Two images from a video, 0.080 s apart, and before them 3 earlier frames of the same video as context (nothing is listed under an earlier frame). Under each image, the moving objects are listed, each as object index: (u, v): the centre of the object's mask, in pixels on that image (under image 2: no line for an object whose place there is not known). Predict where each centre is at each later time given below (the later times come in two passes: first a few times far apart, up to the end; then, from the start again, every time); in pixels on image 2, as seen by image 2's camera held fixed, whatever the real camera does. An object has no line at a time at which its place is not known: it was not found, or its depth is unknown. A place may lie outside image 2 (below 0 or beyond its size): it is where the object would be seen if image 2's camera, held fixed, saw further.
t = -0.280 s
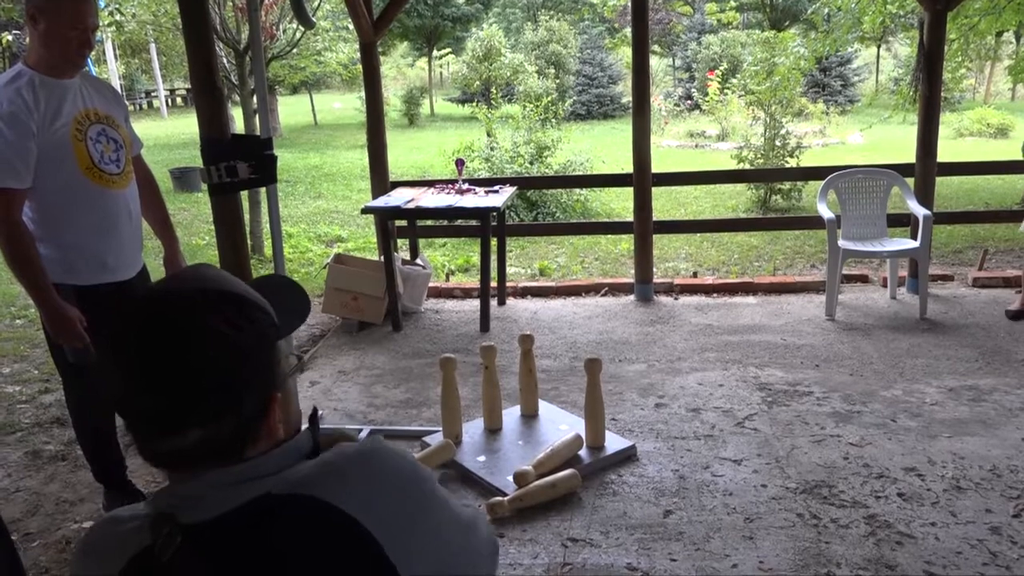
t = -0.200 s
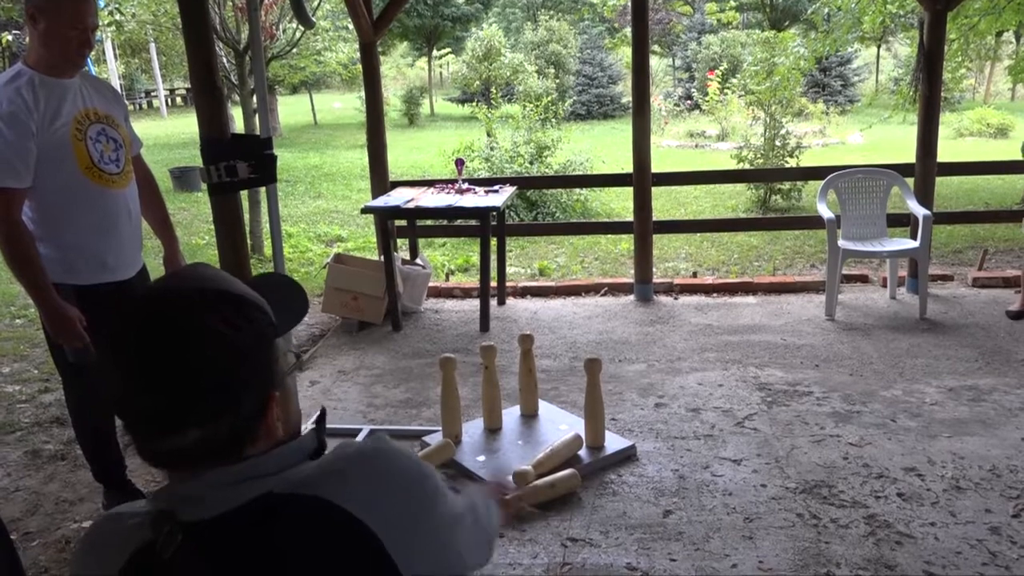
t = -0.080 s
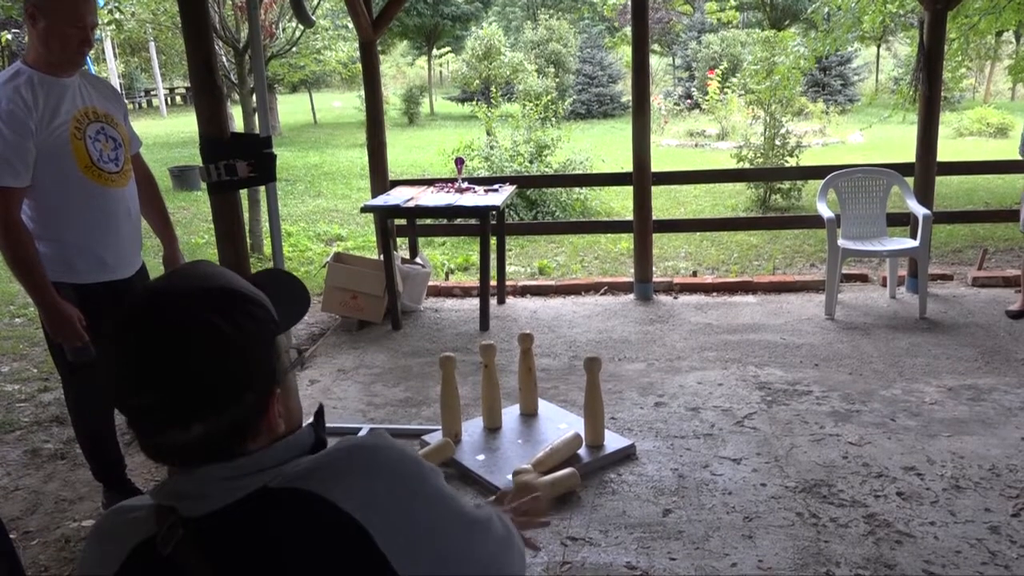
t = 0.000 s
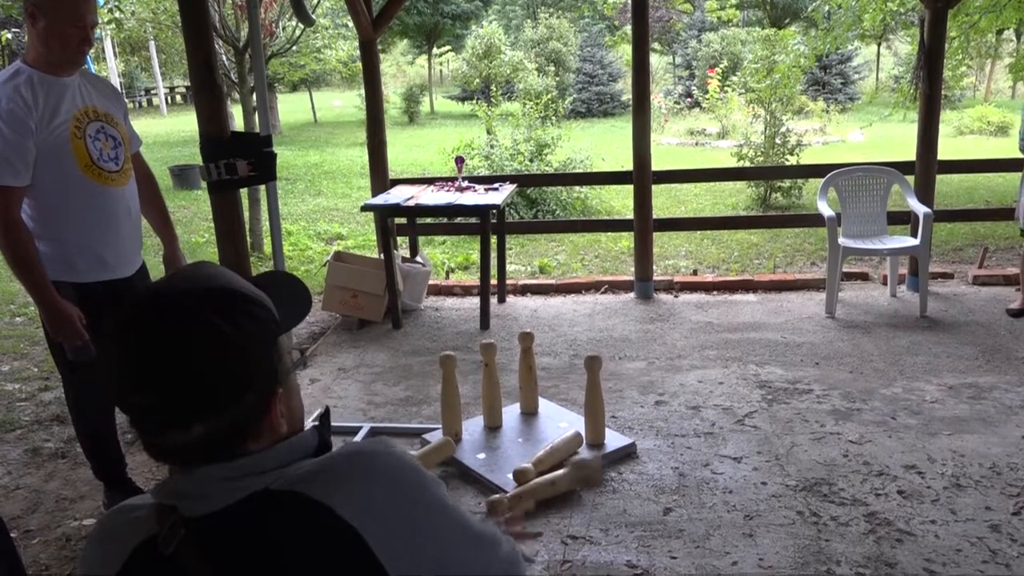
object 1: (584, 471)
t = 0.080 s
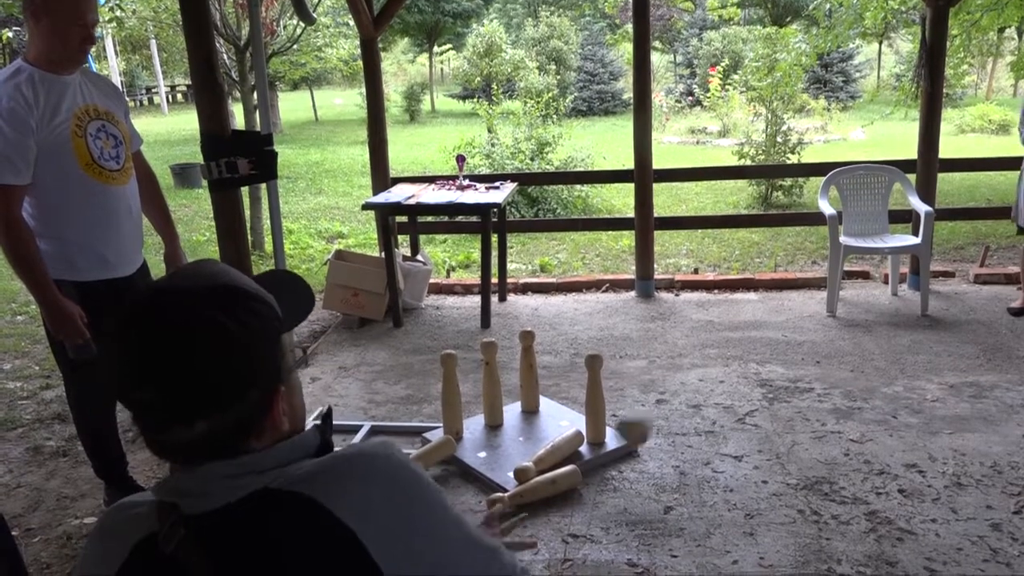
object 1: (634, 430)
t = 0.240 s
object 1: (699, 341)
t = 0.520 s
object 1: (759, 179)
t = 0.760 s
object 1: (778, 96)
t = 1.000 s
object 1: (780, 88)
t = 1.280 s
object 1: (759, 179)
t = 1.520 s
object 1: (714, 317)
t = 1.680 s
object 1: (654, 413)
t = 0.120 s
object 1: (651, 410)
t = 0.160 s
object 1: (670, 388)
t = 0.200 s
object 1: (685, 366)
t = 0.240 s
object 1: (699, 341)
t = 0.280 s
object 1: (711, 316)
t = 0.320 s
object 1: (720, 293)
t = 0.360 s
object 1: (730, 267)
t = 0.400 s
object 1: (740, 245)
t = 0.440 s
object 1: (747, 221)
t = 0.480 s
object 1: (752, 202)
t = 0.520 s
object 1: (759, 179)
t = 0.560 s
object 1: (763, 164)
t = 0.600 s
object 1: (767, 145)
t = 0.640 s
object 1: (770, 130)
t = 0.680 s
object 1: (773, 117)
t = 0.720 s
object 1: (776, 105)
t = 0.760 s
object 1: (778, 96)
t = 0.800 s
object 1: (779, 88)
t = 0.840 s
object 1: (780, 83)
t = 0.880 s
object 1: (780, 81)
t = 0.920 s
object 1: (780, 81)
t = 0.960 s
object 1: (780, 83)
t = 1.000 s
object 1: (780, 88)
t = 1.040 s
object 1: (779, 95)
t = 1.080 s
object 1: (778, 104)
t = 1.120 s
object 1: (776, 115)
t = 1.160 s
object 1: (773, 129)
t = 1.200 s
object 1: (769, 144)
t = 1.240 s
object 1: (765, 164)
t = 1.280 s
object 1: (759, 179)
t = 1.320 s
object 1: (755, 200)
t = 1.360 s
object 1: (749, 221)
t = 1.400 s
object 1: (742, 245)
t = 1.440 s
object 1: (734, 268)
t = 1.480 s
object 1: (724, 293)
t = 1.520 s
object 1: (714, 317)
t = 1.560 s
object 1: (702, 341)
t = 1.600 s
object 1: (688, 366)
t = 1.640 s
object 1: (672, 390)
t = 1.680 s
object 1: (654, 413)
